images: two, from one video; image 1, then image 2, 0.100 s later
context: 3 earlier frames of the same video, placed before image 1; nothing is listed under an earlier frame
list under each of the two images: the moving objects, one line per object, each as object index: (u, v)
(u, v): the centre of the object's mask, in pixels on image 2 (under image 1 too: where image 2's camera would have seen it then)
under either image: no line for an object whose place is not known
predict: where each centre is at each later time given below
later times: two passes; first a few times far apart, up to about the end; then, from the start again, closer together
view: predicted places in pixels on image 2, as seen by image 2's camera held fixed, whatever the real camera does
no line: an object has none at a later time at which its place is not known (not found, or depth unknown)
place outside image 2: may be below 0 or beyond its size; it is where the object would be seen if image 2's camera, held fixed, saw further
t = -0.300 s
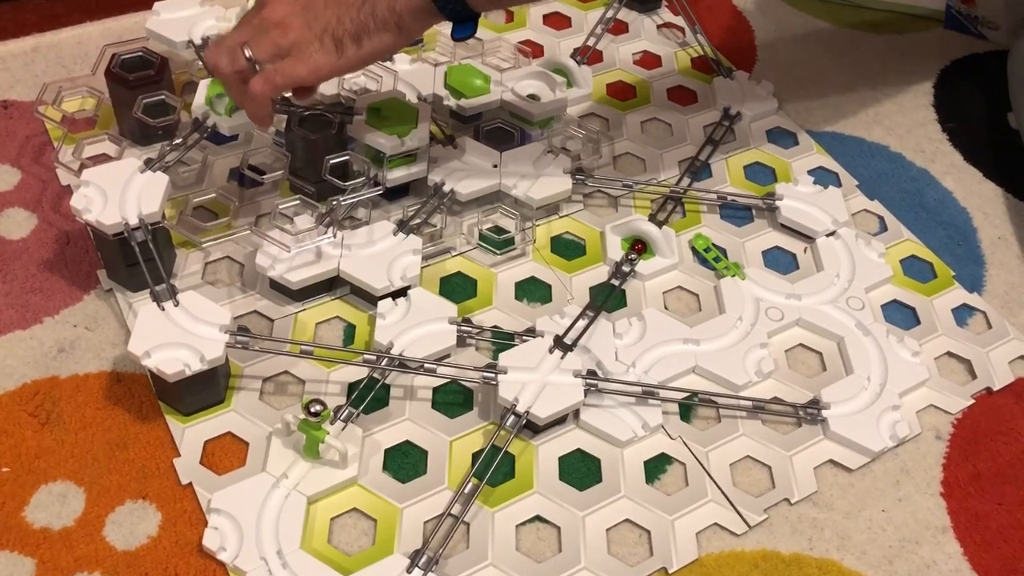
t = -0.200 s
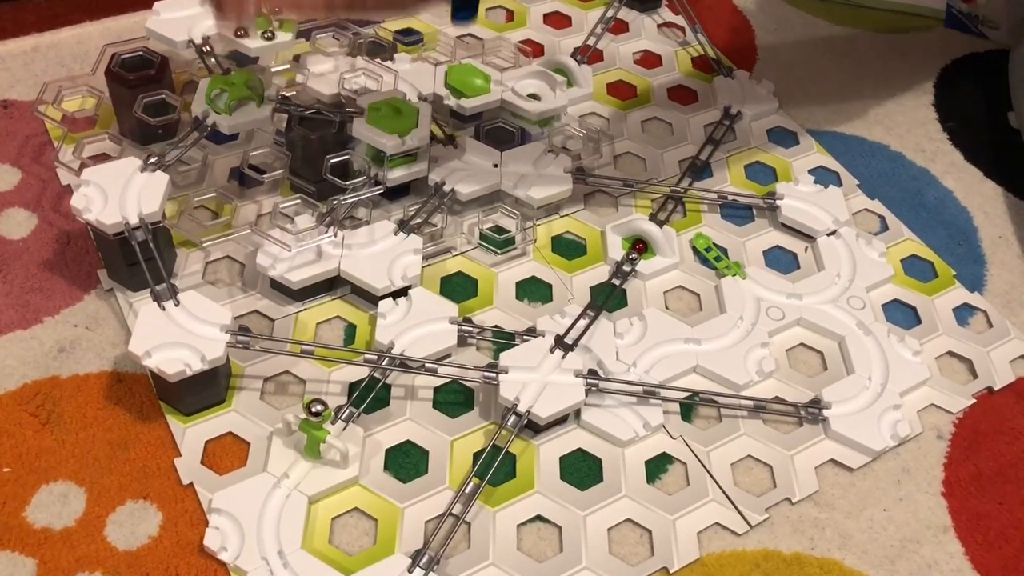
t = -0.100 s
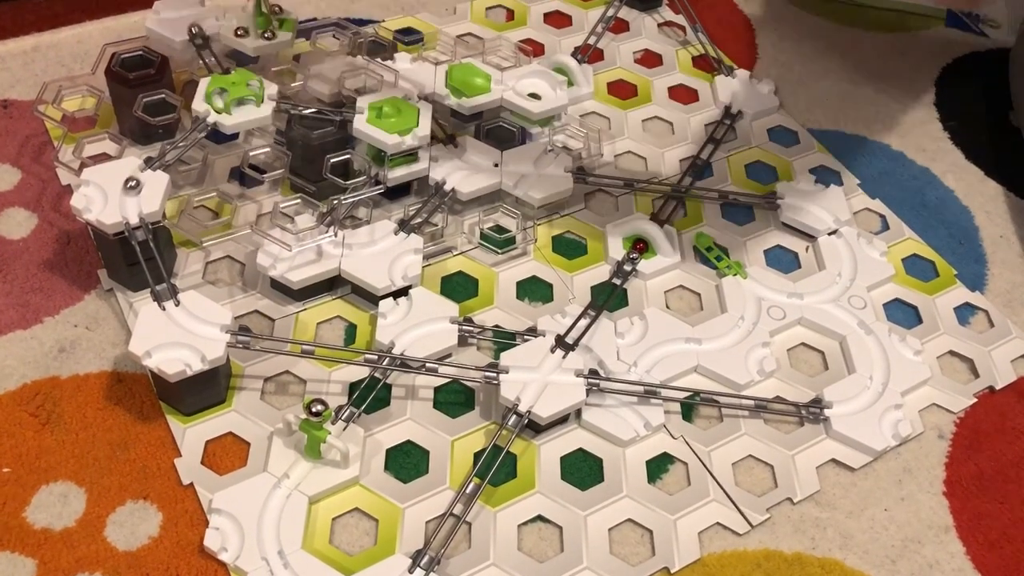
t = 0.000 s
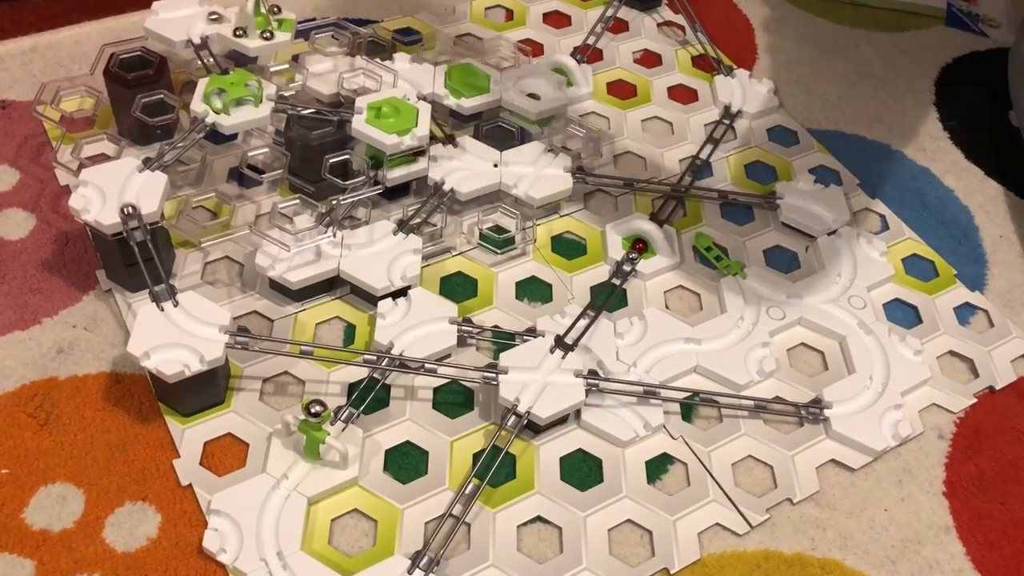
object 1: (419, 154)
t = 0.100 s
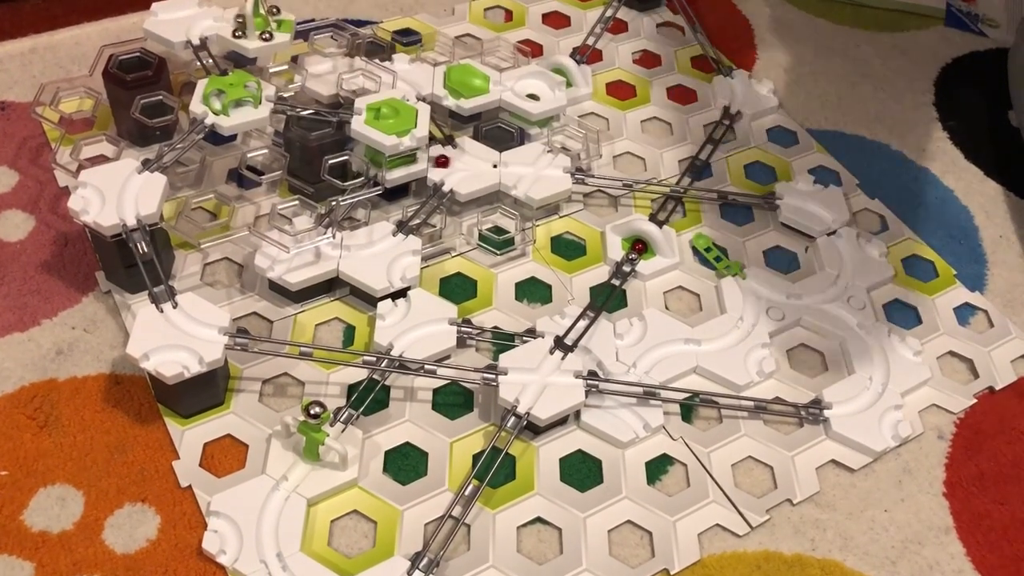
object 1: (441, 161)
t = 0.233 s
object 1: (469, 164)
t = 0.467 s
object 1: (514, 166)
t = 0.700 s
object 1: (548, 169)
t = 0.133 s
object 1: (449, 161)
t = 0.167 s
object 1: (456, 163)
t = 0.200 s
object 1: (462, 163)
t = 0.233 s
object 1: (469, 164)
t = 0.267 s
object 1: (475, 164)
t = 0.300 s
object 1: (482, 165)
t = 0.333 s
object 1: (488, 165)
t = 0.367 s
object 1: (496, 165)
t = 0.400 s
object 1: (501, 166)
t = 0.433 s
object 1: (508, 166)
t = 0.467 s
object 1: (514, 166)
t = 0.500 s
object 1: (520, 167)
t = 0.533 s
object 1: (526, 168)
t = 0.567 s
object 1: (532, 169)
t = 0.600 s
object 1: (538, 169)
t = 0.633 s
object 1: (542, 168)
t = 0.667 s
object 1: (545, 167)
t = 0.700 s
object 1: (548, 169)
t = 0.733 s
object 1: (550, 169)
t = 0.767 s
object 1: (553, 170)
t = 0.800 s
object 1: (555, 169)
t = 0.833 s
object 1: (557, 170)
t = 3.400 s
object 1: (712, 248)
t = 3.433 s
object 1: (712, 248)
